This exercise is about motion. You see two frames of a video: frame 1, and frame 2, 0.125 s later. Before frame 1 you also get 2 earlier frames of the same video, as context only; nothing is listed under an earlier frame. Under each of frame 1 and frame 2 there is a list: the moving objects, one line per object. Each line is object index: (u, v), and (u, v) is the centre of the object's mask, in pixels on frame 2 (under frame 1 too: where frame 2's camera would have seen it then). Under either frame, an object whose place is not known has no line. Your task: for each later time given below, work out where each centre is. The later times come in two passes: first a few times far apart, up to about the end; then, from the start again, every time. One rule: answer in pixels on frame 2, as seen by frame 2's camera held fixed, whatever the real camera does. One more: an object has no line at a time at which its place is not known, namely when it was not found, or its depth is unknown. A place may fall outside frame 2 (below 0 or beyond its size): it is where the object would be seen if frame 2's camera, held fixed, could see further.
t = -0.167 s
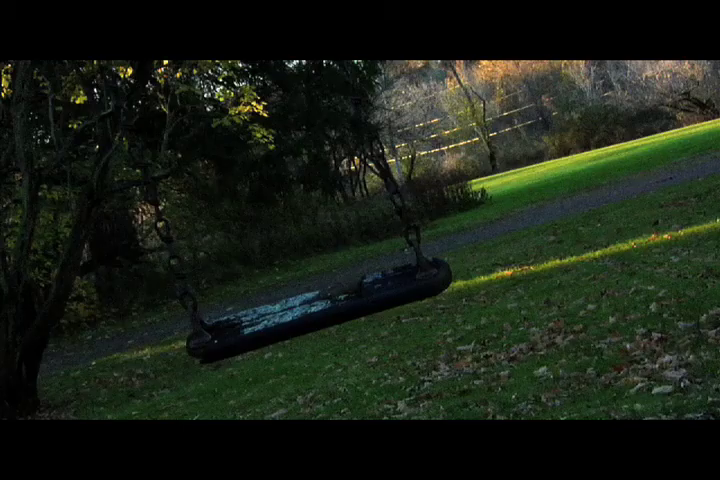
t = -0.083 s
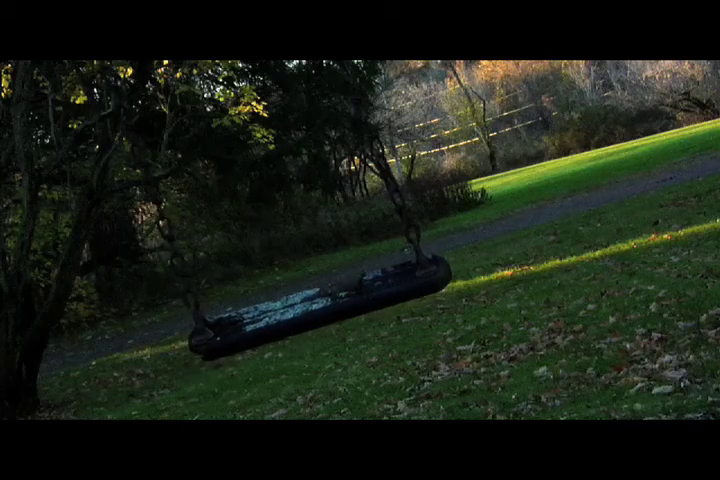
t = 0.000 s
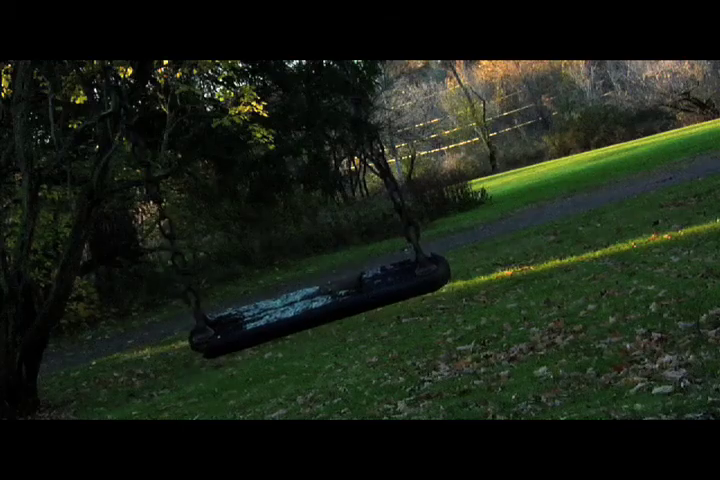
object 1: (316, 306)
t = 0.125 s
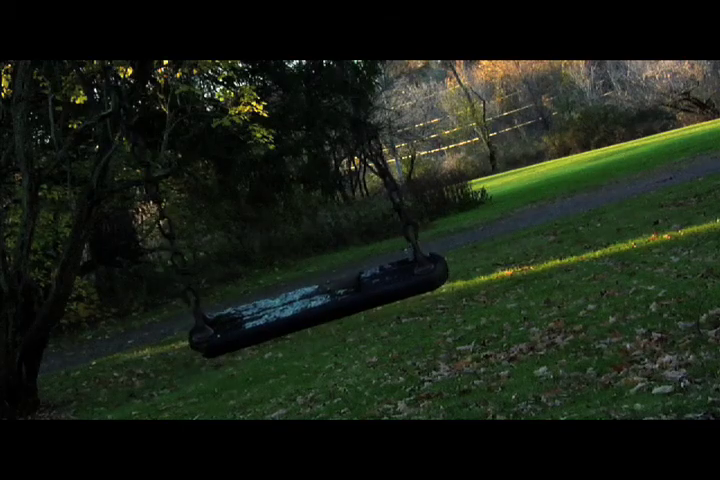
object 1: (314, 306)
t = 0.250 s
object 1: (311, 307)
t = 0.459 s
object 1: (303, 314)
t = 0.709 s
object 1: (289, 327)
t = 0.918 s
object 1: (275, 339)
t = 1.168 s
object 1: (258, 351)
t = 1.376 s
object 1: (249, 357)
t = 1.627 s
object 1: (250, 357)
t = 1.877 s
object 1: (263, 353)
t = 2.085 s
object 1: (278, 347)
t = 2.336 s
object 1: (299, 334)
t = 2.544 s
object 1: (310, 322)
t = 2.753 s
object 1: (315, 312)
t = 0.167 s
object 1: (314, 306)
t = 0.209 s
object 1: (312, 307)
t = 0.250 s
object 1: (311, 307)
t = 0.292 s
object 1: (310, 308)
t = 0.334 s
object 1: (309, 309)
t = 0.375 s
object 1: (308, 311)
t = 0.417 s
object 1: (305, 312)
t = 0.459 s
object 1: (303, 314)
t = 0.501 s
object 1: (301, 316)
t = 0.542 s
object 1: (298, 319)
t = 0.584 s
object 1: (297, 320)
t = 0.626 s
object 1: (295, 322)
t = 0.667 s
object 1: (292, 325)
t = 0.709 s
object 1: (289, 327)
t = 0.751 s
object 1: (287, 330)
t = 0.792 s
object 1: (283, 332)
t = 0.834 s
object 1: (281, 335)
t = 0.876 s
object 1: (278, 337)
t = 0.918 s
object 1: (275, 339)
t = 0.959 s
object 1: (273, 342)
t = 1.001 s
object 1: (269, 344)
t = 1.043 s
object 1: (266, 346)
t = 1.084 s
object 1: (264, 348)
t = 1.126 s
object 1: (262, 350)
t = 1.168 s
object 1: (258, 351)
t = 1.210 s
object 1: (256, 353)
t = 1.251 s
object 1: (253, 354)
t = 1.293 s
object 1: (252, 355)
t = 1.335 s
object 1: (250, 356)
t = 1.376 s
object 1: (249, 357)
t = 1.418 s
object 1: (248, 357)
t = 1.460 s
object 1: (248, 357)
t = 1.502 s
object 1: (249, 357)
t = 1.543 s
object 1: (249, 357)
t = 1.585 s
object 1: (249, 358)
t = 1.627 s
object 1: (250, 357)
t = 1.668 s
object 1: (250, 357)
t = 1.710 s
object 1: (252, 356)
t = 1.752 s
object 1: (253, 356)
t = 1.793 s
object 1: (257, 355)
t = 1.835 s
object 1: (259, 354)
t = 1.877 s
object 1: (263, 353)
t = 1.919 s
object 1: (265, 352)
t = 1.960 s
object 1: (268, 351)
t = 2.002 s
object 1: (273, 349)
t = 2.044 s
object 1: (275, 348)
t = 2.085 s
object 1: (278, 347)
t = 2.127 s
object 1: (281, 345)
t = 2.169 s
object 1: (286, 342)
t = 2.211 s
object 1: (290, 341)
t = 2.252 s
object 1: (293, 338)
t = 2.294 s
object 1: (297, 336)
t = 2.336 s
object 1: (299, 334)
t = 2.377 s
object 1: (302, 331)
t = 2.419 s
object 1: (305, 329)
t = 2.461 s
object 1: (306, 327)
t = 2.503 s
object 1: (309, 325)
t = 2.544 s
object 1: (310, 322)
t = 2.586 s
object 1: (311, 320)
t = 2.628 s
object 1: (313, 318)
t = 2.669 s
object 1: (314, 316)
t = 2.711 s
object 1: (314, 314)
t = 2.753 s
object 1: (315, 312)
